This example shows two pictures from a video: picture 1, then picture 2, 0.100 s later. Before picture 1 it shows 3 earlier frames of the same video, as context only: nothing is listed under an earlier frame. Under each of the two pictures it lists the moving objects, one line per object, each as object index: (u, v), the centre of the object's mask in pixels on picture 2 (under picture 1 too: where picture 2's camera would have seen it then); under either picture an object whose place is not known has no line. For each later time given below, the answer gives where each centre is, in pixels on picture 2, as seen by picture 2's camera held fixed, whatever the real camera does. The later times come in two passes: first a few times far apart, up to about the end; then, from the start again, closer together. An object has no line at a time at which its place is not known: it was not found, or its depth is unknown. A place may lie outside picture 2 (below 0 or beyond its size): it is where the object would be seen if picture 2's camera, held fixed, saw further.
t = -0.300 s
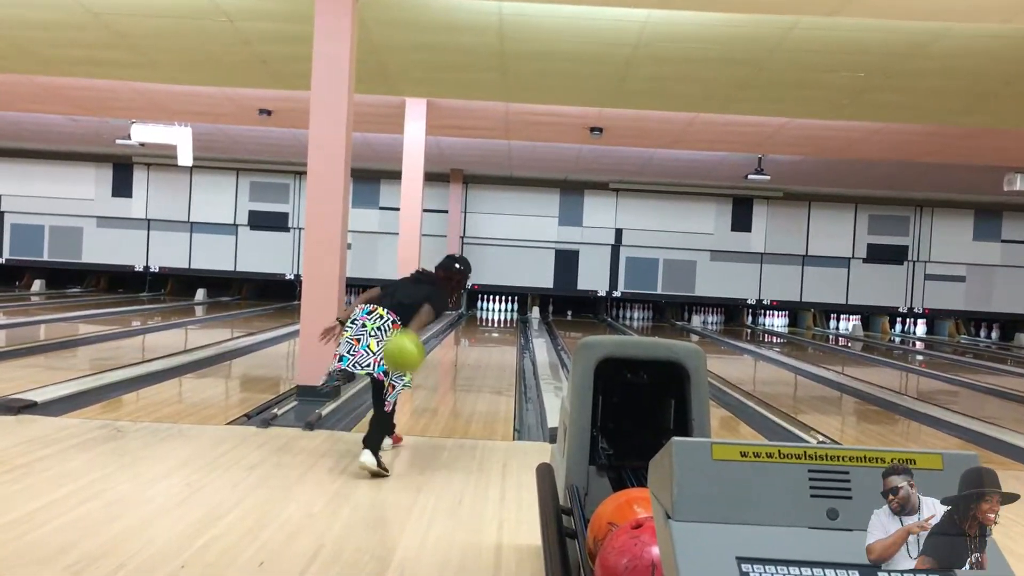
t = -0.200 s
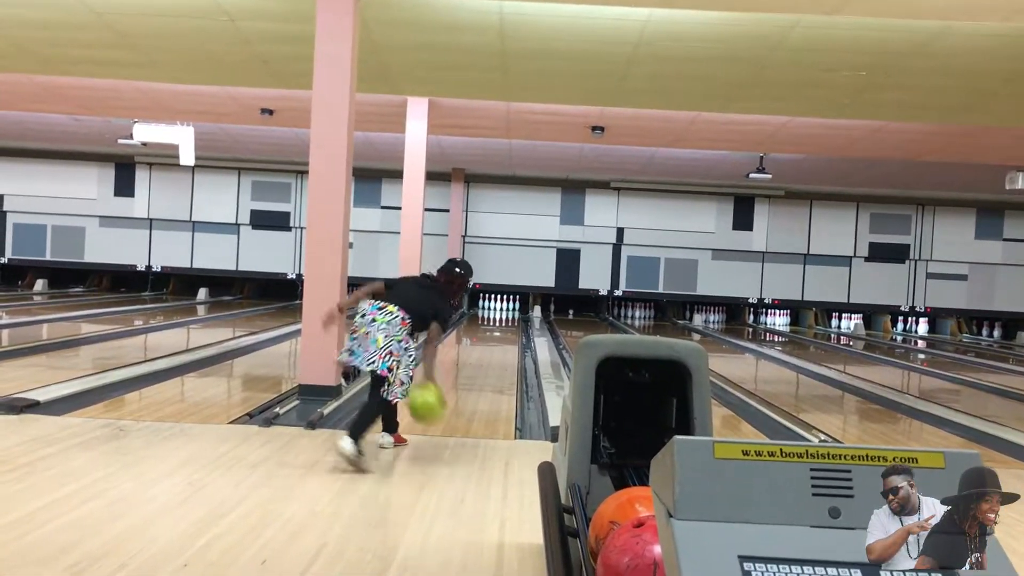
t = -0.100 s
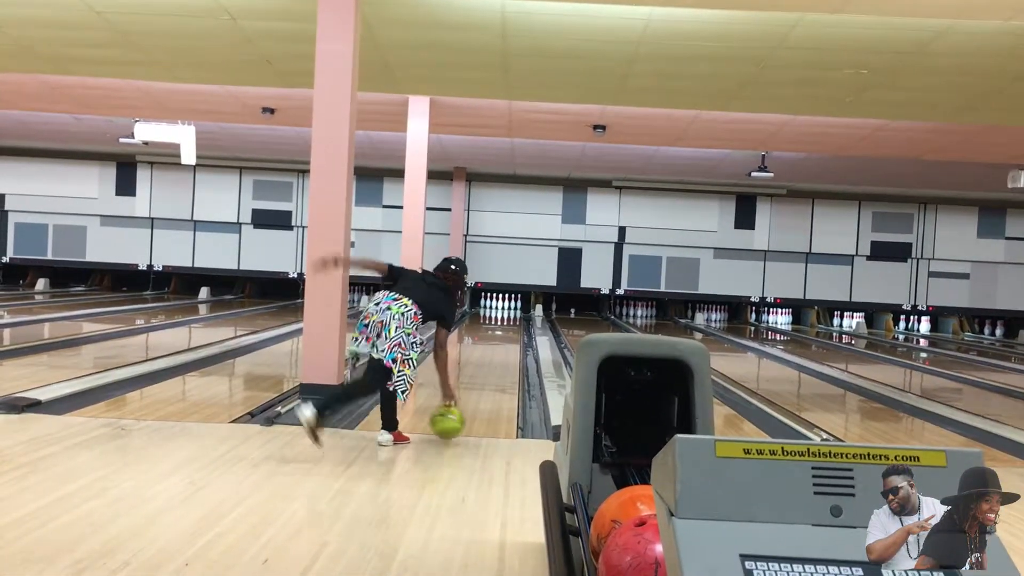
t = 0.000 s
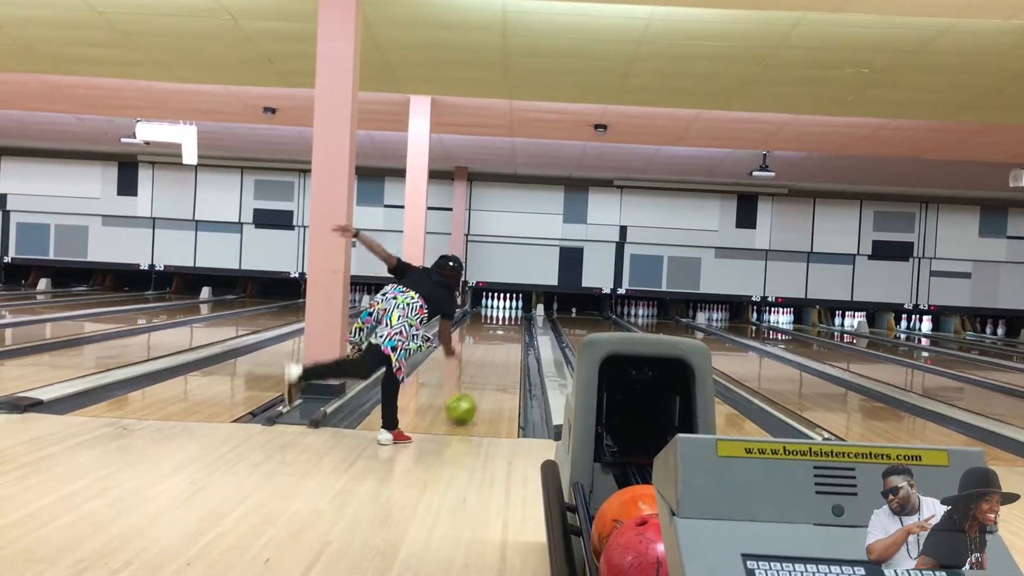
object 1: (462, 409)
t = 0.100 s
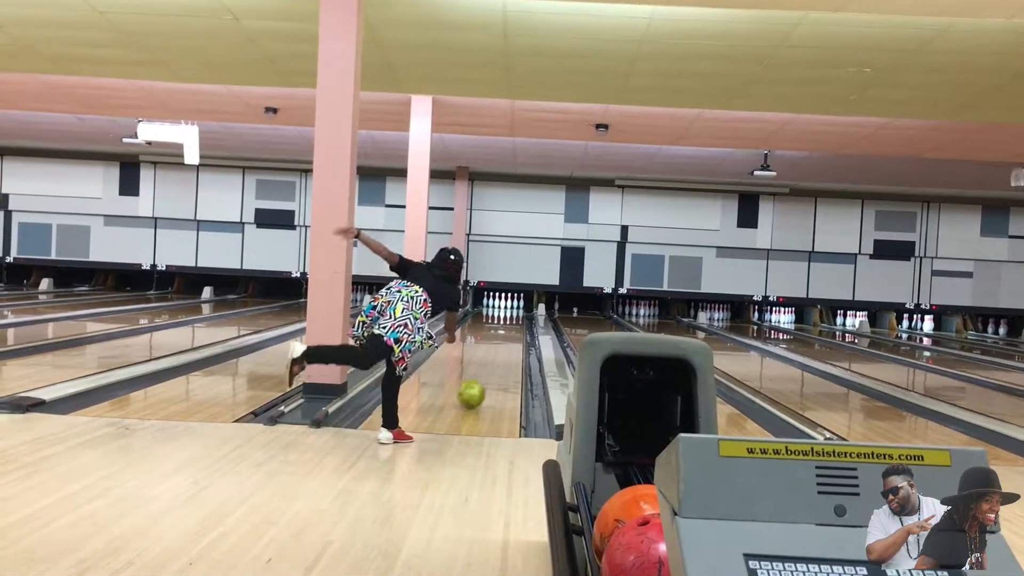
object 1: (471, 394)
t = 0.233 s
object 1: (481, 379)
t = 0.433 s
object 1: (492, 362)
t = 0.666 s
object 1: (501, 348)
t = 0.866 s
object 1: (506, 339)
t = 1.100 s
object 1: (511, 331)
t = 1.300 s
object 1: (515, 326)
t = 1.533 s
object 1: (518, 320)
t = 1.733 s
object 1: (520, 319)
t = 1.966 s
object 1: (521, 314)
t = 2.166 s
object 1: (523, 312)
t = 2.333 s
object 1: (524, 310)
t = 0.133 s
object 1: (474, 390)
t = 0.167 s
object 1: (476, 387)
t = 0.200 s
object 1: (479, 382)
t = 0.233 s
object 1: (481, 379)
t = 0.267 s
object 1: (483, 376)
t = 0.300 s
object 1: (485, 373)
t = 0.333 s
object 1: (487, 370)
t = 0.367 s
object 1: (489, 367)
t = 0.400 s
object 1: (490, 365)
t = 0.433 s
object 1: (492, 362)
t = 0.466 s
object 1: (493, 360)
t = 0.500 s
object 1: (495, 358)
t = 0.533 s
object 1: (496, 356)
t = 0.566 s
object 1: (497, 354)
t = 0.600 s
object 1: (499, 352)
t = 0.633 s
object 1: (499, 350)
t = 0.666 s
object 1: (501, 348)
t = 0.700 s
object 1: (502, 346)
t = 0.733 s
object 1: (503, 345)
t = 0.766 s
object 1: (504, 343)
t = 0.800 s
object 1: (504, 342)
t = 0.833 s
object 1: (505, 340)
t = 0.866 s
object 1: (506, 339)
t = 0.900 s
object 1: (507, 337)
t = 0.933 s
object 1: (508, 336)
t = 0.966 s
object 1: (509, 335)
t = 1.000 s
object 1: (509, 335)
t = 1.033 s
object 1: (510, 334)
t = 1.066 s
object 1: (511, 332)
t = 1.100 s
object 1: (511, 331)
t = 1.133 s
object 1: (512, 331)
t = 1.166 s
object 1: (512, 330)
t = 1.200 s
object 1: (513, 329)
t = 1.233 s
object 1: (513, 327)
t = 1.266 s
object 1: (514, 326)
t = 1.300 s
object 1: (515, 326)
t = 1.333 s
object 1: (515, 325)
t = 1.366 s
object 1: (515, 324)
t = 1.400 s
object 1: (516, 323)
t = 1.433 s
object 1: (516, 322)
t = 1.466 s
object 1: (517, 322)
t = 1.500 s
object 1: (517, 321)
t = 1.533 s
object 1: (518, 320)
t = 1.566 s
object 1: (518, 320)
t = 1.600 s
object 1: (518, 319)
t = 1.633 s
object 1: (519, 319)
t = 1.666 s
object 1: (519, 318)
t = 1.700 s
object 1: (522, 313)
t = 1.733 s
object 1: (520, 319)
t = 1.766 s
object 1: (521, 316)
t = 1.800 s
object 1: (522, 315)
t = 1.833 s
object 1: (521, 315)
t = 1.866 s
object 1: (521, 315)
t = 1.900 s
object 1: (521, 314)
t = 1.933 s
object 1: (522, 314)
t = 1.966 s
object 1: (521, 314)
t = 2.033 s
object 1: (523, 312)
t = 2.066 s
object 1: (523, 312)
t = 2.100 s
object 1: (523, 312)
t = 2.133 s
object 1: (523, 311)
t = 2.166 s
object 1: (523, 312)
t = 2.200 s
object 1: (523, 311)
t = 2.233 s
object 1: (523, 310)
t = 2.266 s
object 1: (524, 310)
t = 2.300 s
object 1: (524, 310)
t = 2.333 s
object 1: (524, 310)
